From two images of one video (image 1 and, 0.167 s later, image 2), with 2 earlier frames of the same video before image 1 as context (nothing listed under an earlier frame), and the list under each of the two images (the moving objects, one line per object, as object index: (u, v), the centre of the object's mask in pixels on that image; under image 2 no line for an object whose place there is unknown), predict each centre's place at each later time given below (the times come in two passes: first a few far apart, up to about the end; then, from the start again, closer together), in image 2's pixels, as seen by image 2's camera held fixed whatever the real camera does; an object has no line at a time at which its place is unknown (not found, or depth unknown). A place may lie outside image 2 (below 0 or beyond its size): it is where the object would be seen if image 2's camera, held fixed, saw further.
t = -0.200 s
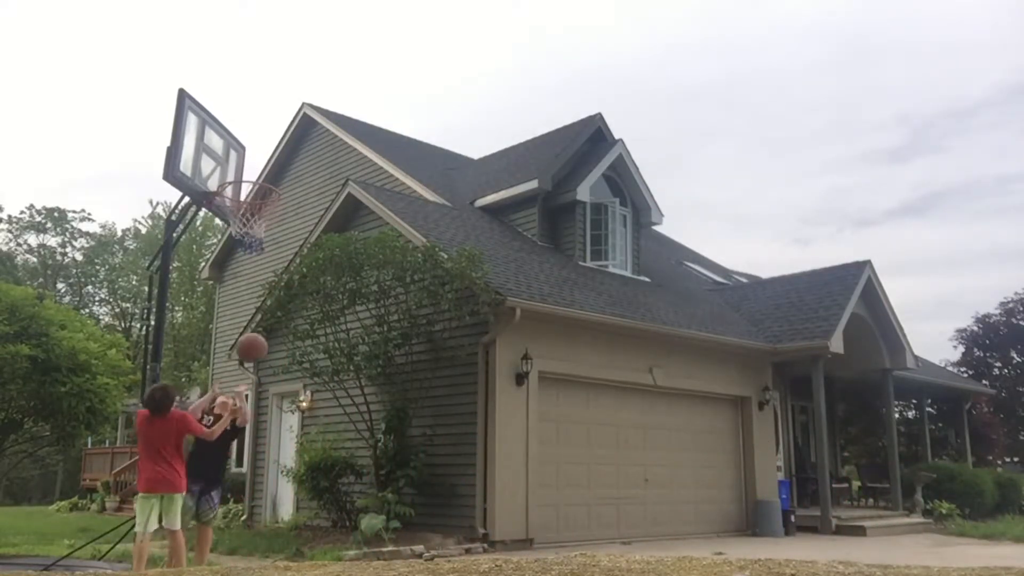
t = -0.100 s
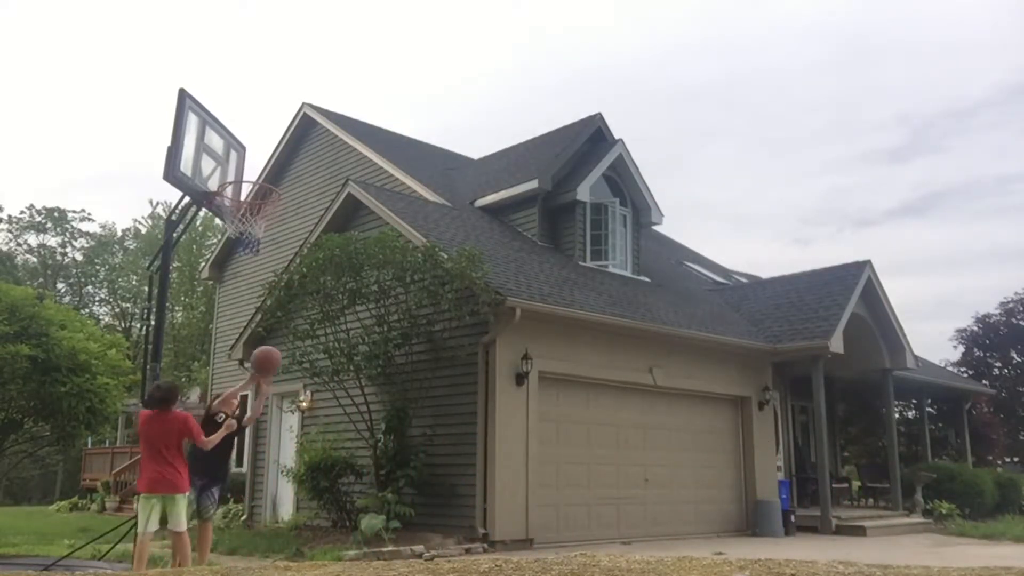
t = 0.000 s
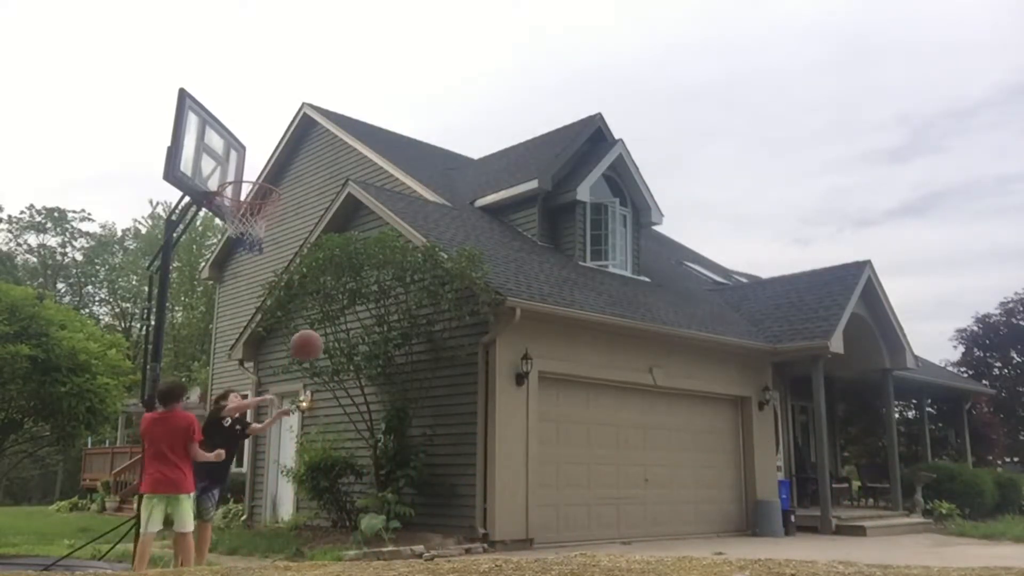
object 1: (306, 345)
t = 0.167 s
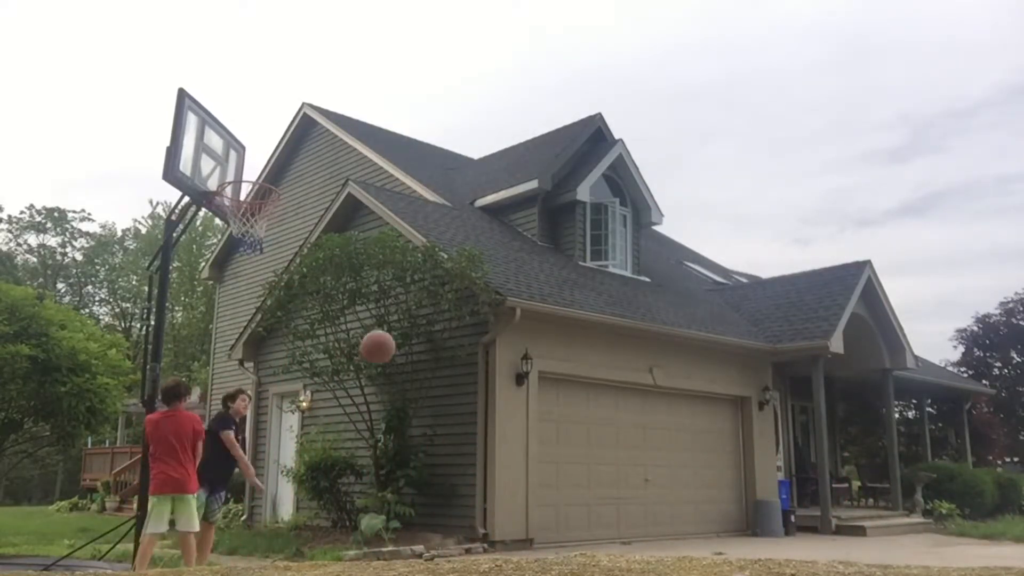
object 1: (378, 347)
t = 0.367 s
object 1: (472, 404)
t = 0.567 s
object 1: (586, 537)
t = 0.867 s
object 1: (703, 448)
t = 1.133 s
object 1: (794, 388)
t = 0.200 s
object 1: (393, 352)
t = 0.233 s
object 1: (408, 359)
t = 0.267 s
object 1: (423, 367)
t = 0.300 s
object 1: (439, 377)
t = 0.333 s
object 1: (455, 390)
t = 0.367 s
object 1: (472, 404)
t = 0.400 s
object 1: (489, 420)
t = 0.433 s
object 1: (507, 439)
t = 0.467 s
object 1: (526, 461)
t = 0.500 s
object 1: (545, 485)
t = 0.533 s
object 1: (565, 511)
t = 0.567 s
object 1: (586, 537)
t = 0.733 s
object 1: (660, 524)
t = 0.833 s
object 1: (692, 464)
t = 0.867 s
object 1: (703, 448)
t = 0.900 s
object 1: (713, 434)
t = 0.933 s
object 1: (724, 421)
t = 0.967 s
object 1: (735, 411)
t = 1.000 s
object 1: (747, 402)
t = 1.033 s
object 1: (758, 396)
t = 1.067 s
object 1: (770, 391)
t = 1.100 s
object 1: (781, 389)
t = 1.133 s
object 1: (794, 388)
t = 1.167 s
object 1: (806, 390)
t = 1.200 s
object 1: (819, 394)
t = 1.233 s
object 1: (831, 399)
